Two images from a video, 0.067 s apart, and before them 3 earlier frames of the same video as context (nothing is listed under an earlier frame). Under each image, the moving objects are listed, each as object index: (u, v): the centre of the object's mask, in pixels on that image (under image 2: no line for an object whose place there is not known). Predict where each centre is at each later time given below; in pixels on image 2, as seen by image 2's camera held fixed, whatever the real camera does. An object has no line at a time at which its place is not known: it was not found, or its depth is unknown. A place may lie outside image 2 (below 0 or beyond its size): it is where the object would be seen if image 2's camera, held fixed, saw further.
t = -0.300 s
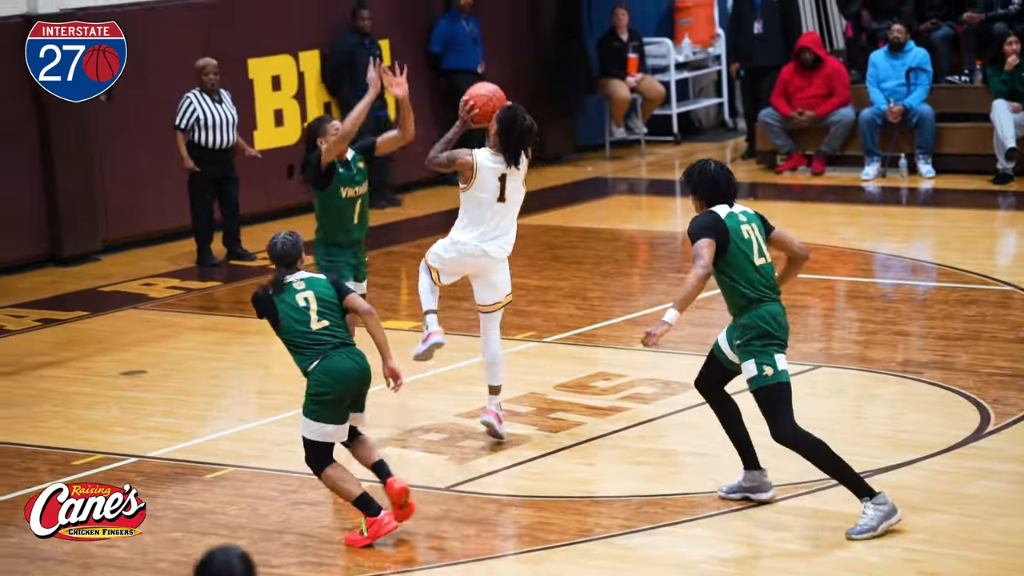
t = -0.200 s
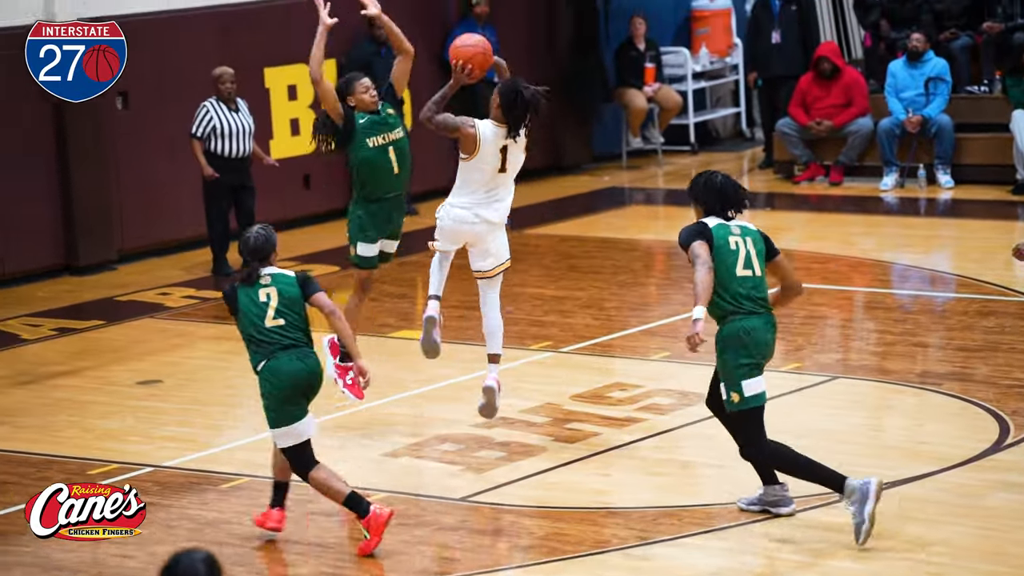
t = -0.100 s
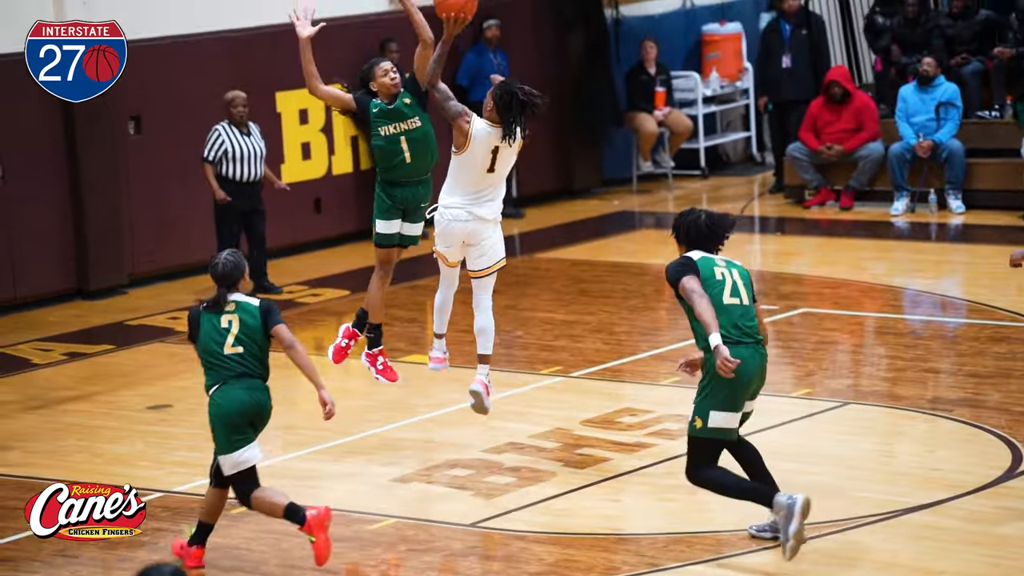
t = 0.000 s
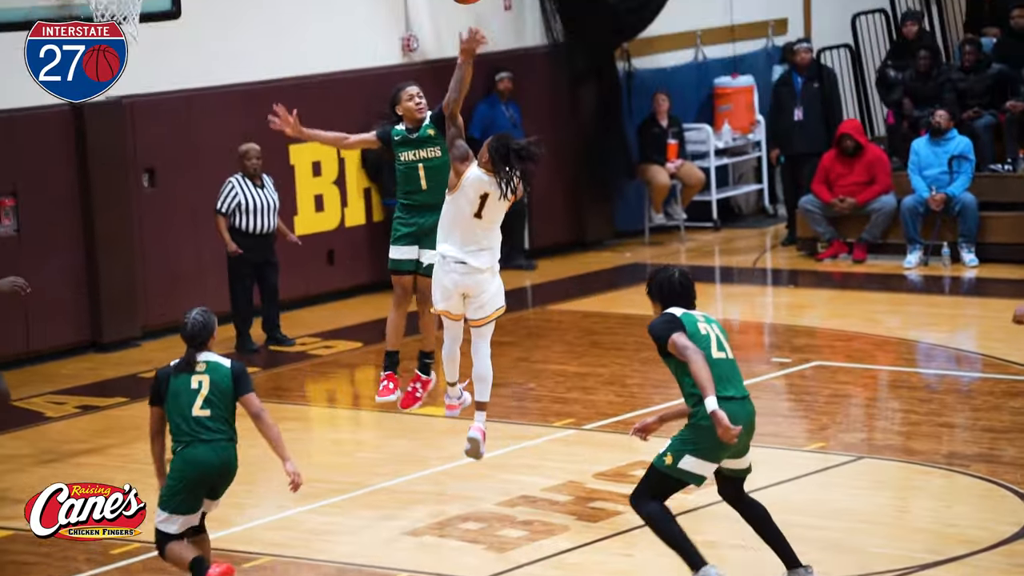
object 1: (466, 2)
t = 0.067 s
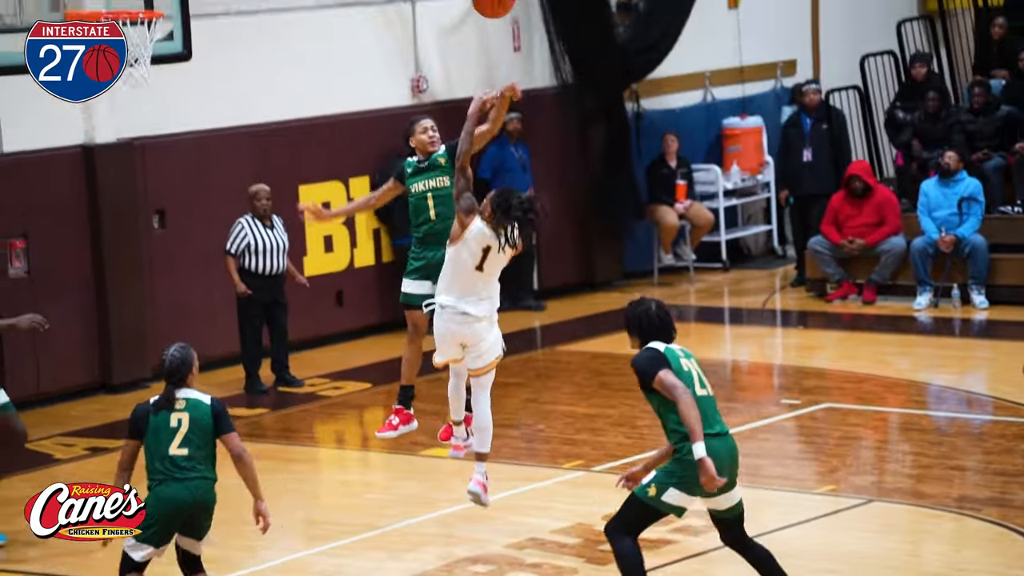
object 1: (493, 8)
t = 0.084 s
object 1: (498, -3)
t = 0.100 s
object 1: (502, -13)
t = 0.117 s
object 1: (508, -21)
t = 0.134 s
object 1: (511, -26)
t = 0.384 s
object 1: (586, -20)
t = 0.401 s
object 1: (591, -15)
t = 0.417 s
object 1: (597, -10)
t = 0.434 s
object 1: (602, -4)
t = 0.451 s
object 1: (608, 2)
